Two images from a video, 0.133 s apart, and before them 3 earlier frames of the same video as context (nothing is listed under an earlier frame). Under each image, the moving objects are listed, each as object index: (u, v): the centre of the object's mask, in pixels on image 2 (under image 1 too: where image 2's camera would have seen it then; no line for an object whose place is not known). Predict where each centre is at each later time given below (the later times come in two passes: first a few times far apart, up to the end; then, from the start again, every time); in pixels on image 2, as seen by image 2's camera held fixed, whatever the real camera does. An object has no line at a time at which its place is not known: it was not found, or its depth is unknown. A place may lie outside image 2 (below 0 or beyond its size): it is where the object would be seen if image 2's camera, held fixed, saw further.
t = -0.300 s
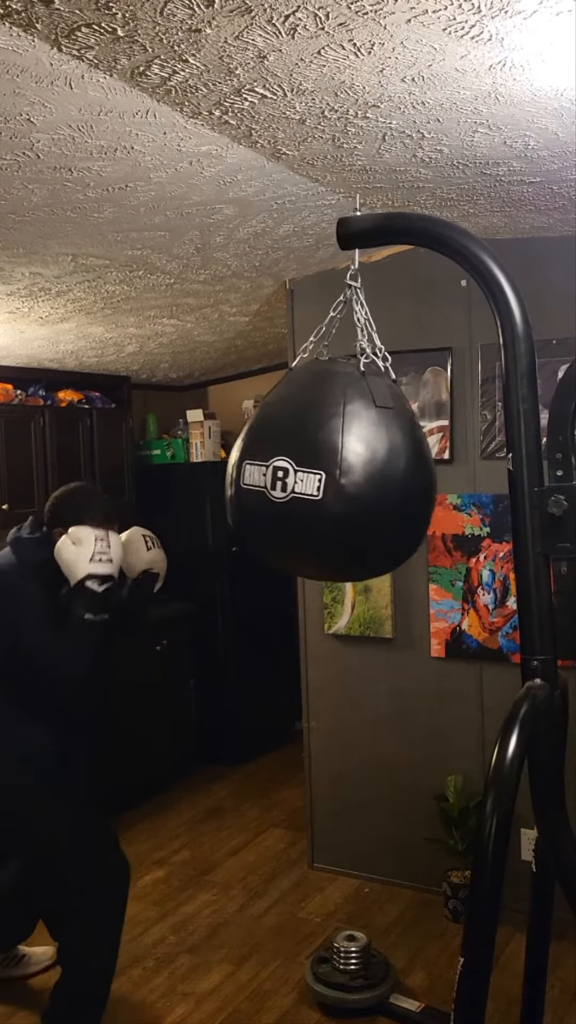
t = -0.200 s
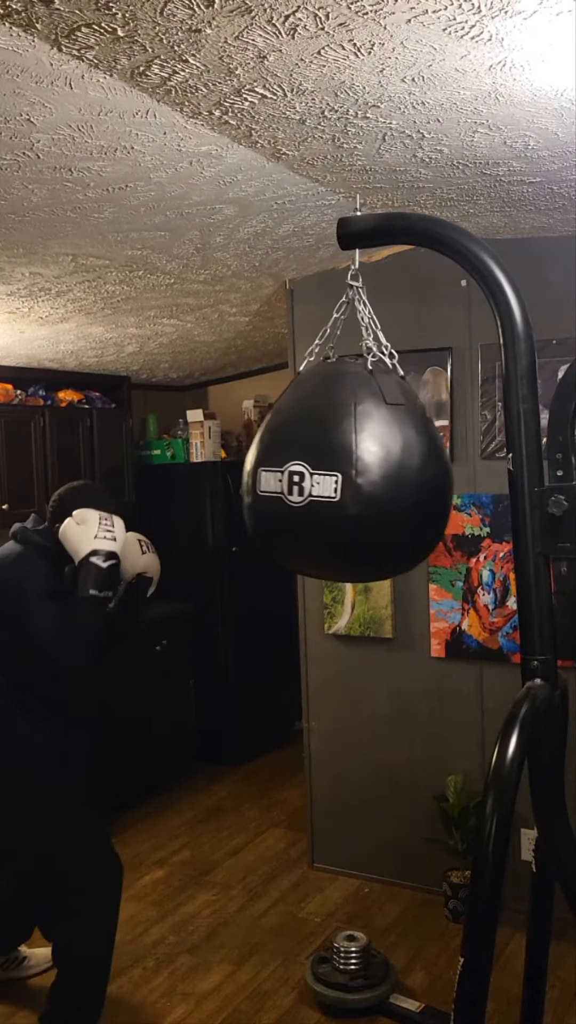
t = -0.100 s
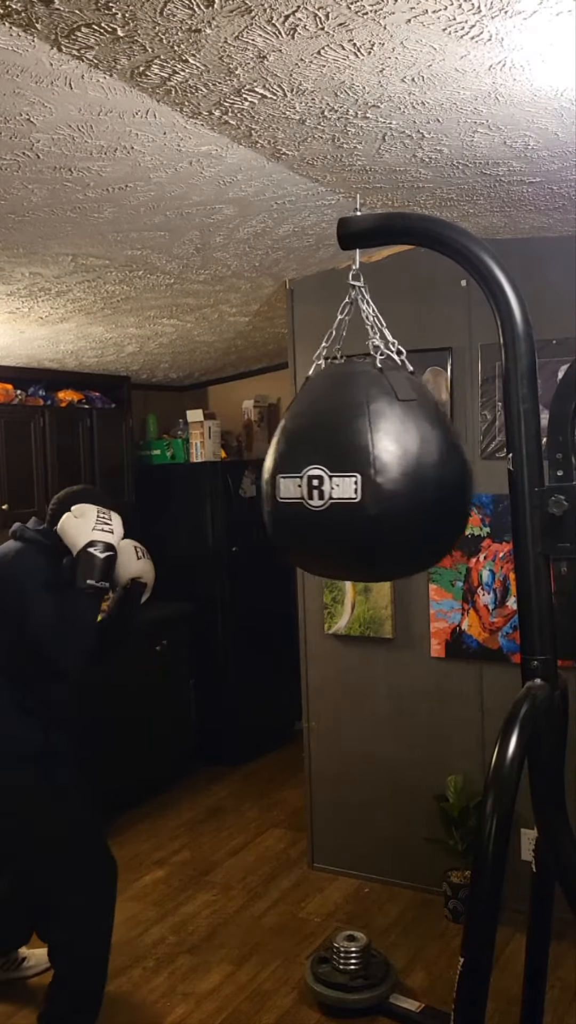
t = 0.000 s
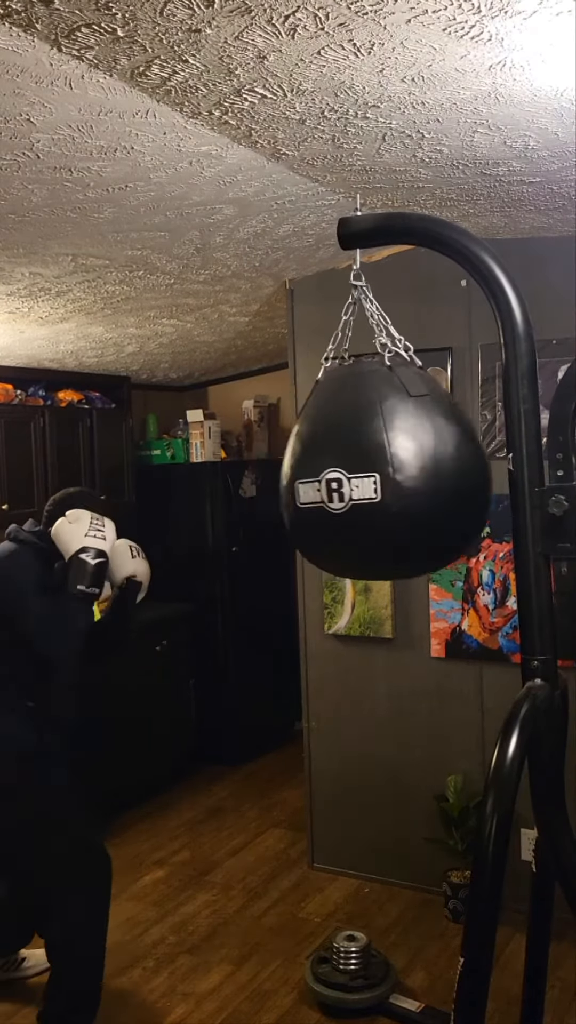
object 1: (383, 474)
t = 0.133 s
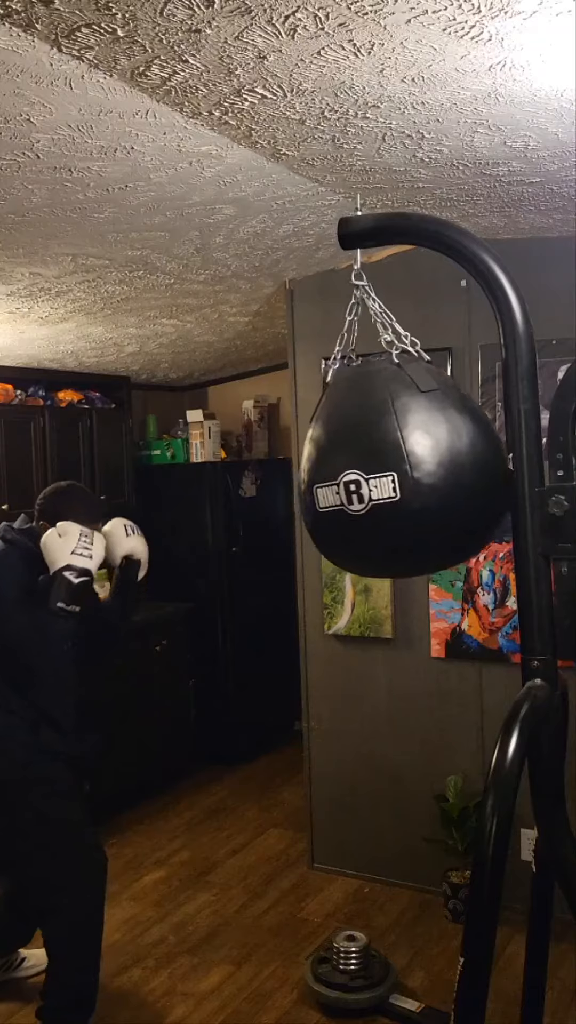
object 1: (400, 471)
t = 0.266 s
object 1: (404, 470)
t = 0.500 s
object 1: (378, 474)
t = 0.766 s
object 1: (333, 475)
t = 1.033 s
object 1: (319, 473)
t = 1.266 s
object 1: (345, 476)
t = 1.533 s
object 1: (388, 473)
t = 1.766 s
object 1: (400, 471)
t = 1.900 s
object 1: (391, 473)
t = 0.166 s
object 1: (403, 470)
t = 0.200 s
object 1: (404, 470)
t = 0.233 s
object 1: (404, 470)
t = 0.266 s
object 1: (404, 470)
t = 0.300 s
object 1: (403, 470)
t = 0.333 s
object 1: (400, 471)
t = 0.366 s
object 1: (397, 471)
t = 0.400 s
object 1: (394, 472)
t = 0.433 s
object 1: (389, 473)
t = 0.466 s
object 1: (384, 474)
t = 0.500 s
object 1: (378, 474)
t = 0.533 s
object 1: (373, 475)
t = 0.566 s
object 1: (367, 476)
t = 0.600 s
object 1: (361, 476)
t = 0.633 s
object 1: (355, 476)
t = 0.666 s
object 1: (349, 476)
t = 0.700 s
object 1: (344, 475)
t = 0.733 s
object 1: (338, 476)
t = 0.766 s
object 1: (333, 475)
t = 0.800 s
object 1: (329, 475)
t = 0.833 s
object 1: (325, 474)
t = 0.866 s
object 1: (322, 474)
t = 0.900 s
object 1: (320, 473)
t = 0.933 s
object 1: (319, 473)
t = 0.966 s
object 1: (318, 473)
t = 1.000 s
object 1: (318, 473)
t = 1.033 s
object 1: (319, 473)
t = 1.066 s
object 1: (320, 474)
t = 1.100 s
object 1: (322, 474)
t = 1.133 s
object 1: (326, 475)
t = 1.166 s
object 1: (330, 475)
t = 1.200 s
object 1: (334, 476)
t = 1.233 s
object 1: (339, 476)
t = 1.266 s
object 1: (345, 476)
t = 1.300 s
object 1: (350, 476)
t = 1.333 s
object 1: (356, 476)
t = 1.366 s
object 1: (362, 476)
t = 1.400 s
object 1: (368, 476)
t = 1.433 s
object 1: (373, 475)
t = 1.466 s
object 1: (378, 475)
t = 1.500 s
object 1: (384, 474)
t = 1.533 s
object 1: (388, 473)
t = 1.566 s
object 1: (392, 472)
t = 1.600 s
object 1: (396, 472)
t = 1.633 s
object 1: (398, 471)
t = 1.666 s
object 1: (399, 471)
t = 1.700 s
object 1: (400, 471)
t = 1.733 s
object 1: (401, 471)
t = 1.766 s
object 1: (400, 471)
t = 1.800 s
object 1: (399, 471)
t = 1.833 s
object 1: (398, 472)
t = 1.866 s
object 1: (395, 472)
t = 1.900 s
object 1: (391, 473)
